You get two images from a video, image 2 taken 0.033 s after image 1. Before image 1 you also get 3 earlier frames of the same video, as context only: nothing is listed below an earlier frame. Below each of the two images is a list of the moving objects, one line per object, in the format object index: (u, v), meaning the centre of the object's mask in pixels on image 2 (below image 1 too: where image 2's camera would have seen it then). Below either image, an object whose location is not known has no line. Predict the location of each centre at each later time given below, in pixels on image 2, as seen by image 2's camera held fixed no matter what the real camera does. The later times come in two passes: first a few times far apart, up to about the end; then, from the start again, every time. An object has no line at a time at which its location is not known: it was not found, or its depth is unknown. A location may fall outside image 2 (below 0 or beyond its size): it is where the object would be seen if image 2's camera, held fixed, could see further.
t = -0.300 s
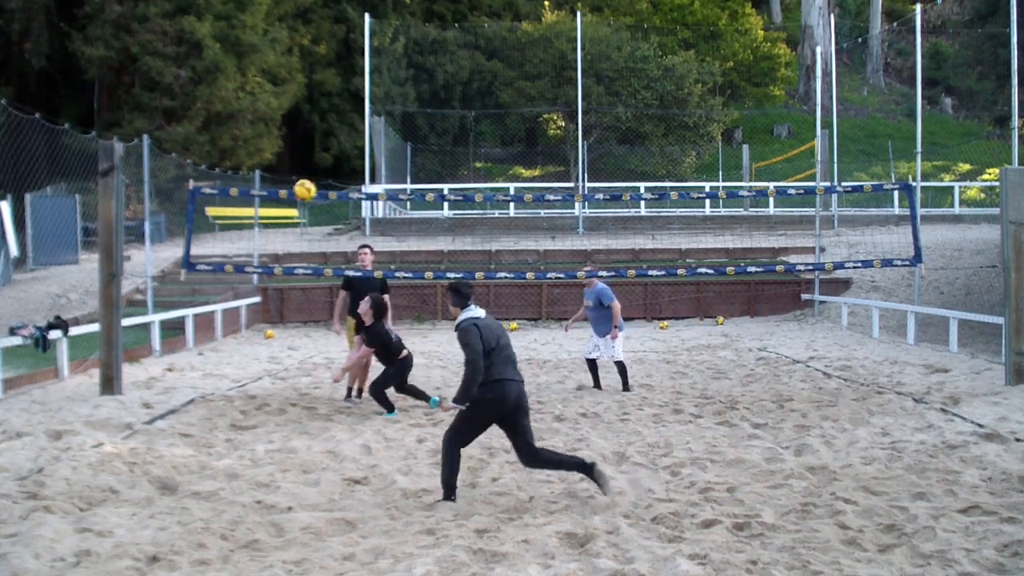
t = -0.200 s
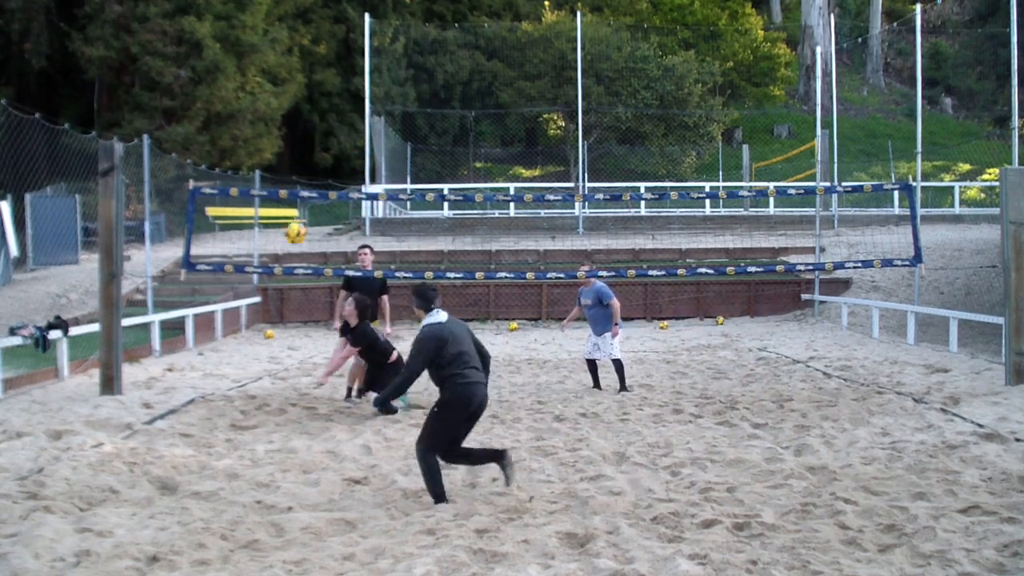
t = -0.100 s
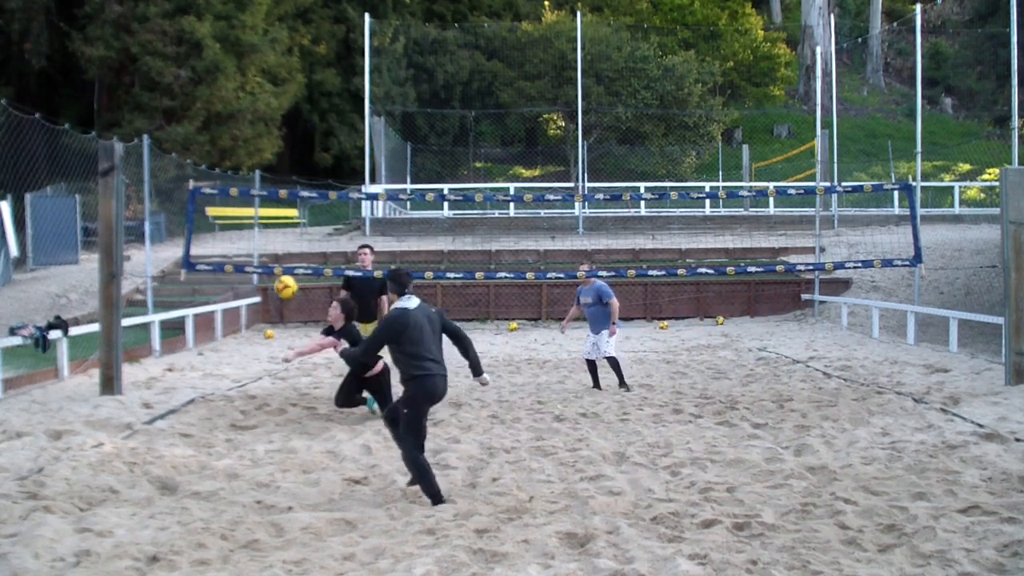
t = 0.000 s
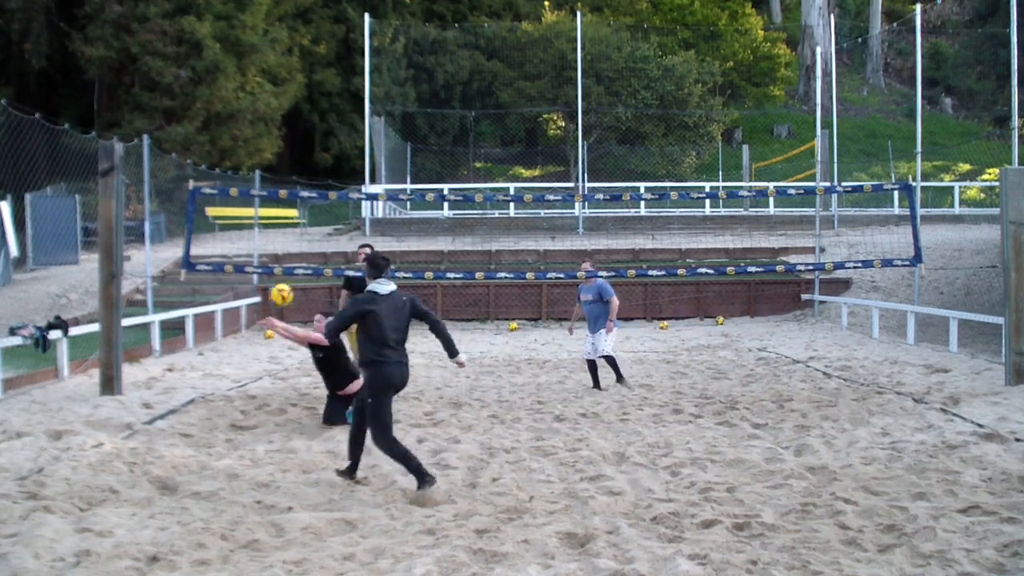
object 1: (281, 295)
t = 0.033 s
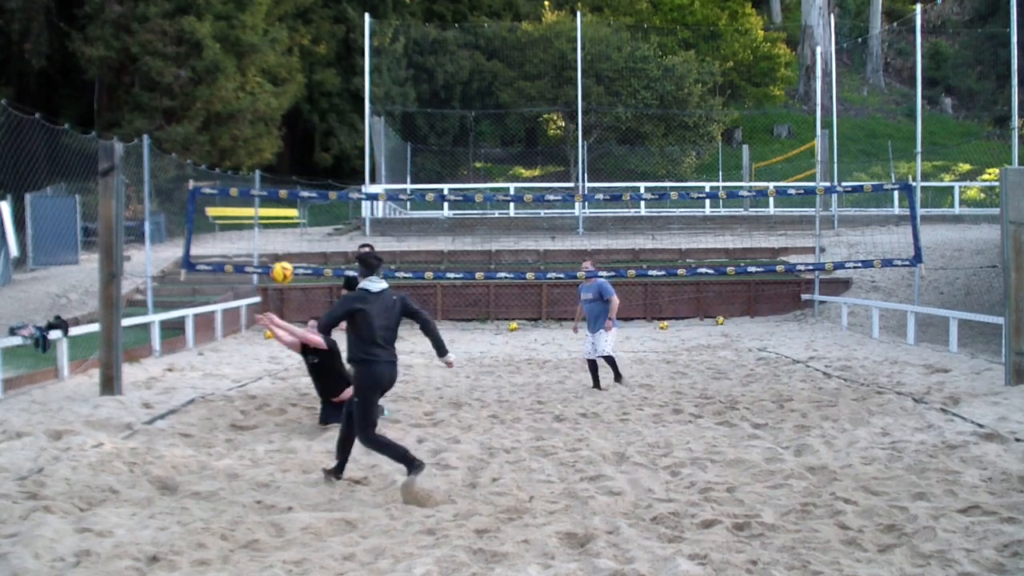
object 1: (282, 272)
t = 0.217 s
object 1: (288, 167)
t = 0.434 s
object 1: (298, 83)
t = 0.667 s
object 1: (309, 44)
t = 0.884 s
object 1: (319, 60)
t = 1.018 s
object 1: (326, 97)
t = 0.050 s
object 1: (282, 262)
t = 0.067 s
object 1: (284, 252)
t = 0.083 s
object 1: (284, 241)
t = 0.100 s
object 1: (285, 231)
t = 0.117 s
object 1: (284, 223)
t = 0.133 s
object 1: (286, 211)
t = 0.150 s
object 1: (286, 201)
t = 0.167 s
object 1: (286, 193)
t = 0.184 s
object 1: (287, 184)
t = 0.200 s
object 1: (288, 176)
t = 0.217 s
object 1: (288, 167)
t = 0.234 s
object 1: (289, 159)
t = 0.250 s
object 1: (290, 151)
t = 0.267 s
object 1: (291, 144)
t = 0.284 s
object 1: (291, 136)
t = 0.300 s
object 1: (292, 129)
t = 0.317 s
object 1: (293, 123)
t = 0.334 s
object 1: (293, 116)
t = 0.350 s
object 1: (294, 110)
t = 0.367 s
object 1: (295, 104)
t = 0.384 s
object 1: (295, 98)
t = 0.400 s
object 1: (296, 93)
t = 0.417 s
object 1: (297, 88)
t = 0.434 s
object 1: (298, 83)
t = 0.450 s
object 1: (298, 78)
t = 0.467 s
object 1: (299, 73)
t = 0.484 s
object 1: (300, 69)
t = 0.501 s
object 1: (301, 66)
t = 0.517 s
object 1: (302, 62)
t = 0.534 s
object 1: (303, 59)
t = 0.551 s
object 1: (304, 57)
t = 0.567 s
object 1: (304, 54)
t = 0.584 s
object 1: (305, 51)
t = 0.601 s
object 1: (305, 49)
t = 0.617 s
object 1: (306, 48)
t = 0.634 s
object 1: (307, 46)
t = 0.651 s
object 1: (308, 45)
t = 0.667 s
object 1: (309, 44)
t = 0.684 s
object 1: (310, 44)
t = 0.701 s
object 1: (310, 43)
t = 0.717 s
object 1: (311, 43)
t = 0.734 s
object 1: (312, 44)
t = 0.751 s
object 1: (313, 44)
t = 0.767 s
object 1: (313, 45)
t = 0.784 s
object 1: (314, 46)
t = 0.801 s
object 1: (315, 48)
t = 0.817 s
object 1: (315, 49)
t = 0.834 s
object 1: (316, 52)
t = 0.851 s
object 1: (317, 54)
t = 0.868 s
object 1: (318, 57)
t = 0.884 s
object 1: (319, 60)
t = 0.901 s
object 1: (319, 63)
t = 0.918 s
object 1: (320, 67)
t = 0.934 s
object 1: (321, 71)
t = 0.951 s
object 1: (322, 76)
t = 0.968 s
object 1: (323, 80)
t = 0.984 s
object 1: (324, 85)
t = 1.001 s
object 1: (325, 91)
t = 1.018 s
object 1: (326, 97)
